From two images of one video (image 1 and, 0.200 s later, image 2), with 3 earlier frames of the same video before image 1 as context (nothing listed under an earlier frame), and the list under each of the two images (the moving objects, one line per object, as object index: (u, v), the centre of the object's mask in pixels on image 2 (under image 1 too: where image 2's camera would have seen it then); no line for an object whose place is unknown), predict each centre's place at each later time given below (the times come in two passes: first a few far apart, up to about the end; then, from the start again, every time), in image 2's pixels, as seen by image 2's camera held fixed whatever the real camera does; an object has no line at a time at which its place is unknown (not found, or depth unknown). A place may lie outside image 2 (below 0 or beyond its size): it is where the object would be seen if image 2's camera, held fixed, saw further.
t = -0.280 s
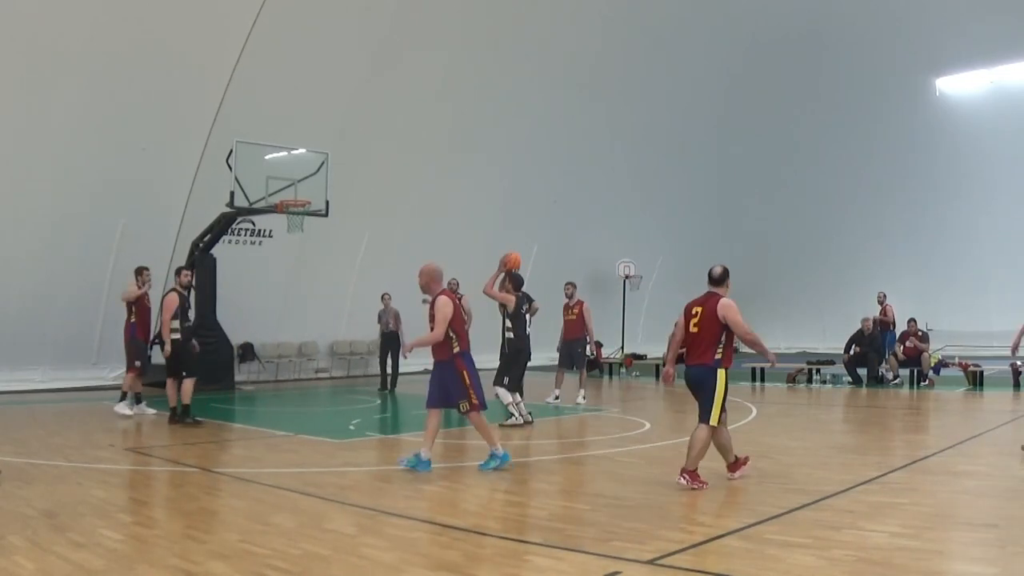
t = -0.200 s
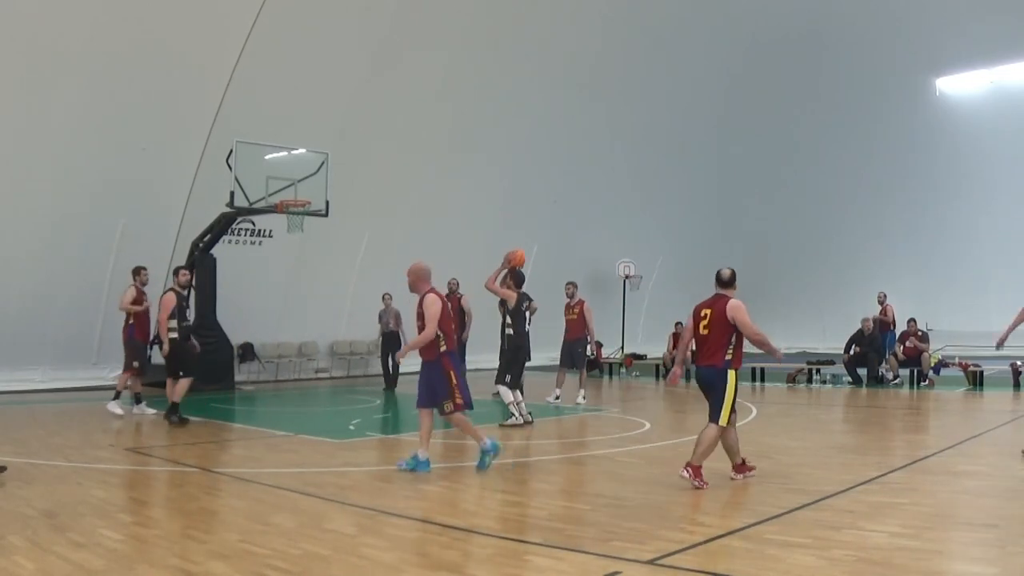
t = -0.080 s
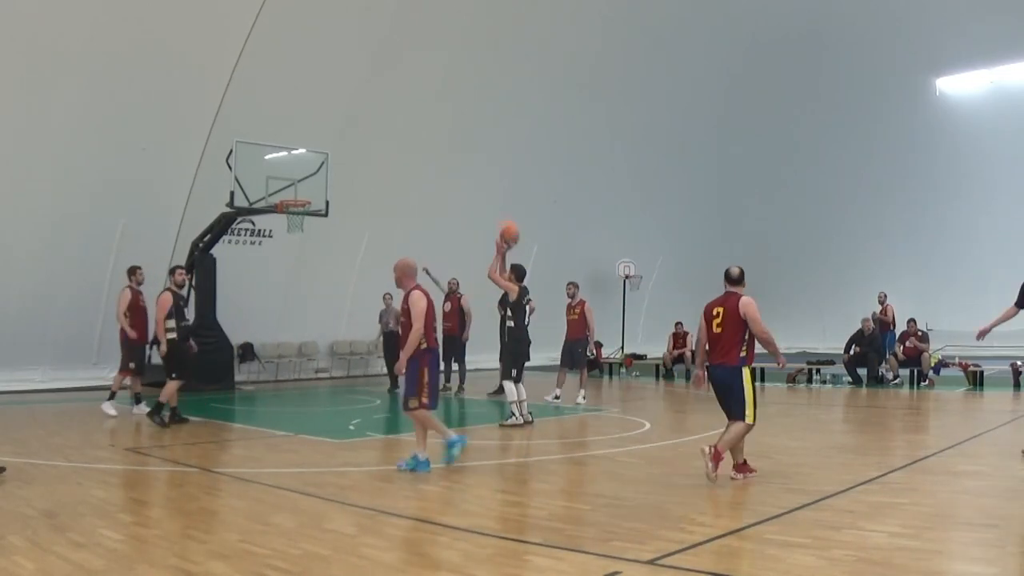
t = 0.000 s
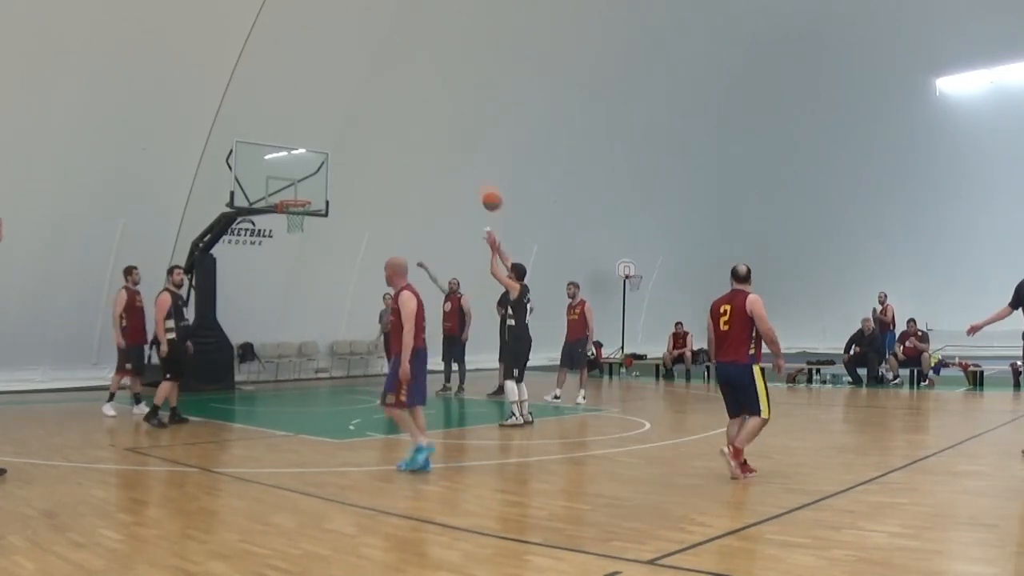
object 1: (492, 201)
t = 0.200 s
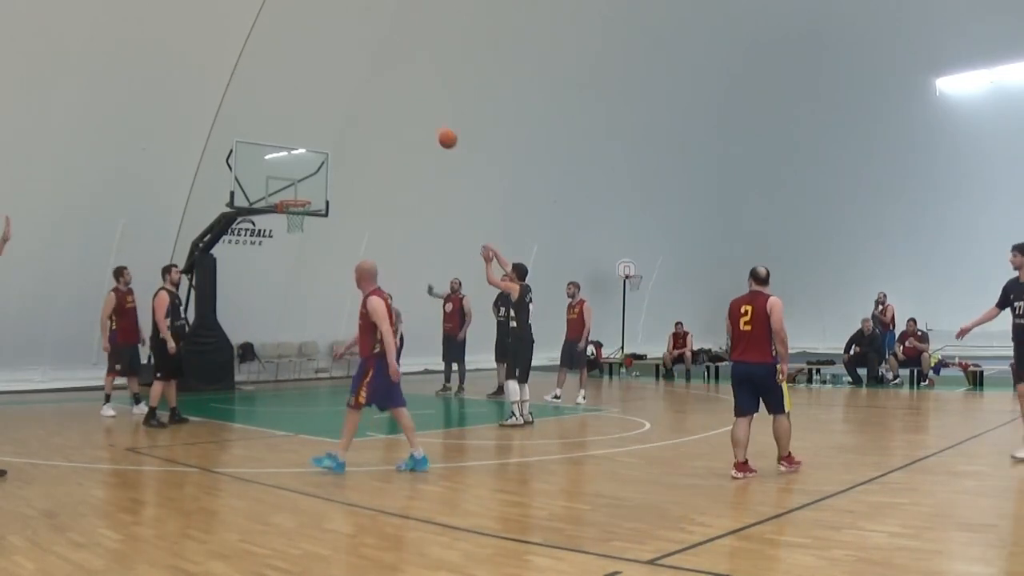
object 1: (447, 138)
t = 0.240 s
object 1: (439, 131)
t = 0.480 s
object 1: (393, 109)
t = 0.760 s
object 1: (346, 133)
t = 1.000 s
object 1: (309, 191)
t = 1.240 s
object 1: (292, 192)
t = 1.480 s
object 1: (291, 202)
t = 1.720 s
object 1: (301, 221)
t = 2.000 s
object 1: (299, 254)
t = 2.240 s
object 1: (300, 321)
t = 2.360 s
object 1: (299, 368)
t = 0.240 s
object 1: (439, 131)
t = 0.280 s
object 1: (431, 124)
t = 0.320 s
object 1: (423, 118)
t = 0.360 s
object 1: (415, 114)
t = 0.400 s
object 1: (408, 111)
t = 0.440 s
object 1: (400, 109)
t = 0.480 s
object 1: (393, 109)
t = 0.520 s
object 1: (386, 109)
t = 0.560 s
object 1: (379, 111)
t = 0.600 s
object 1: (372, 113)
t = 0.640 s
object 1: (365, 116)
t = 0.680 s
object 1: (359, 121)
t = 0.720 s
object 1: (352, 127)
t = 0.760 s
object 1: (346, 133)
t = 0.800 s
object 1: (339, 140)
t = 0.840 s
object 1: (333, 149)
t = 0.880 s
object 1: (327, 159)
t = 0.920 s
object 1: (321, 169)
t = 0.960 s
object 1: (315, 180)
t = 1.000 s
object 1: (309, 191)
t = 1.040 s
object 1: (305, 193)
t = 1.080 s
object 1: (300, 192)
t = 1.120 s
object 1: (297, 192)
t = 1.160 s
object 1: (292, 192)
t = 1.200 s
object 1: (290, 193)
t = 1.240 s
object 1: (292, 192)
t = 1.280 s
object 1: (294, 192)
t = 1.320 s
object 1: (297, 193)
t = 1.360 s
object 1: (299, 195)
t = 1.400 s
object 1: (300, 198)
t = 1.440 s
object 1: (296, 198)
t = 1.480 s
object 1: (291, 202)
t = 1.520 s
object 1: (290, 203)
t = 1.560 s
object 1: (292, 205)
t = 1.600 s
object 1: (295, 210)
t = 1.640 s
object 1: (298, 215)
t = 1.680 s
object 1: (300, 220)
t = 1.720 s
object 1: (301, 221)
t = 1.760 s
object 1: (300, 223)
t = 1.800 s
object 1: (300, 225)
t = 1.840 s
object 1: (300, 230)
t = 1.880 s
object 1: (300, 233)
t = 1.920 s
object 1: (299, 239)
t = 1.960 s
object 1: (299, 246)
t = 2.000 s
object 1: (299, 254)
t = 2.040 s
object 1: (299, 263)
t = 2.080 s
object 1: (299, 272)
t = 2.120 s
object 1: (299, 283)
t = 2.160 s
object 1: (300, 294)
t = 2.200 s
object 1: (300, 307)
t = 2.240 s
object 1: (300, 321)
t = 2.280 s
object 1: (300, 336)
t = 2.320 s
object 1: (299, 352)
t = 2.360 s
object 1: (299, 368)
